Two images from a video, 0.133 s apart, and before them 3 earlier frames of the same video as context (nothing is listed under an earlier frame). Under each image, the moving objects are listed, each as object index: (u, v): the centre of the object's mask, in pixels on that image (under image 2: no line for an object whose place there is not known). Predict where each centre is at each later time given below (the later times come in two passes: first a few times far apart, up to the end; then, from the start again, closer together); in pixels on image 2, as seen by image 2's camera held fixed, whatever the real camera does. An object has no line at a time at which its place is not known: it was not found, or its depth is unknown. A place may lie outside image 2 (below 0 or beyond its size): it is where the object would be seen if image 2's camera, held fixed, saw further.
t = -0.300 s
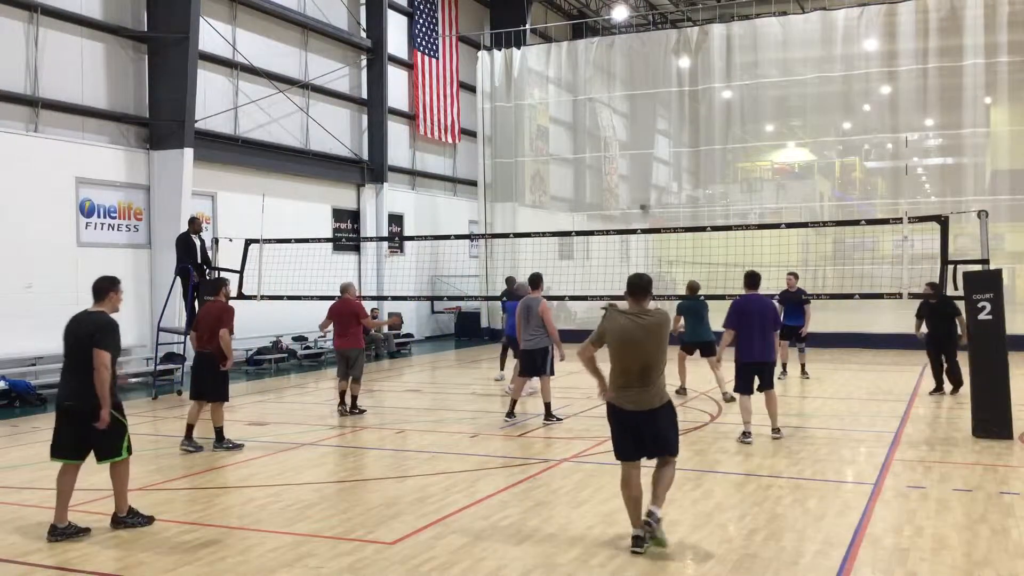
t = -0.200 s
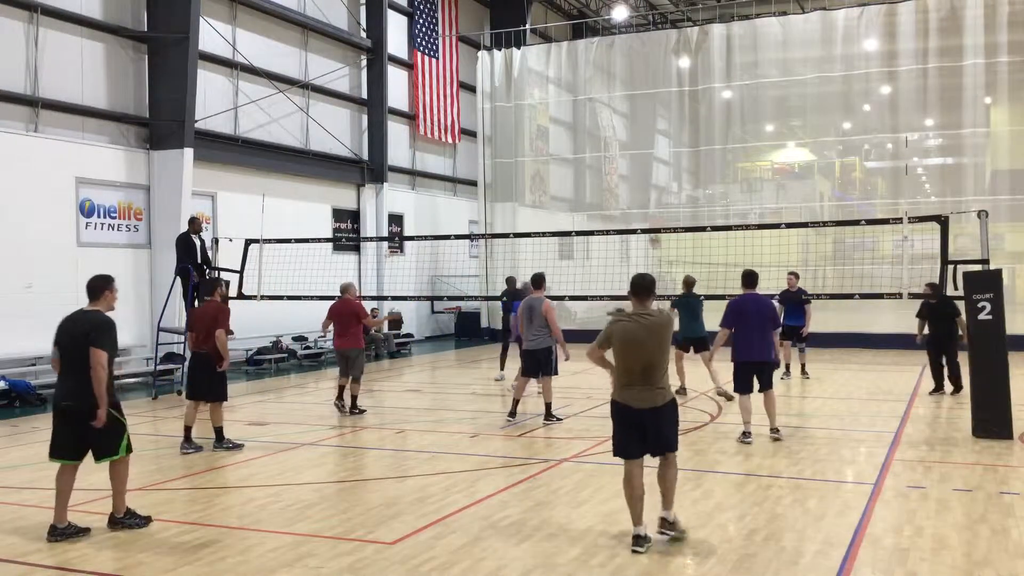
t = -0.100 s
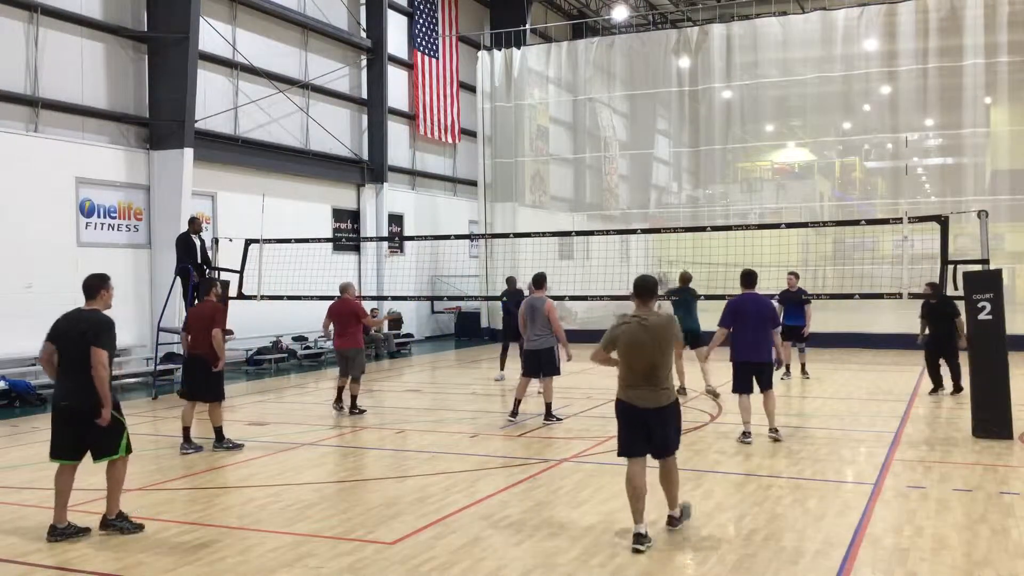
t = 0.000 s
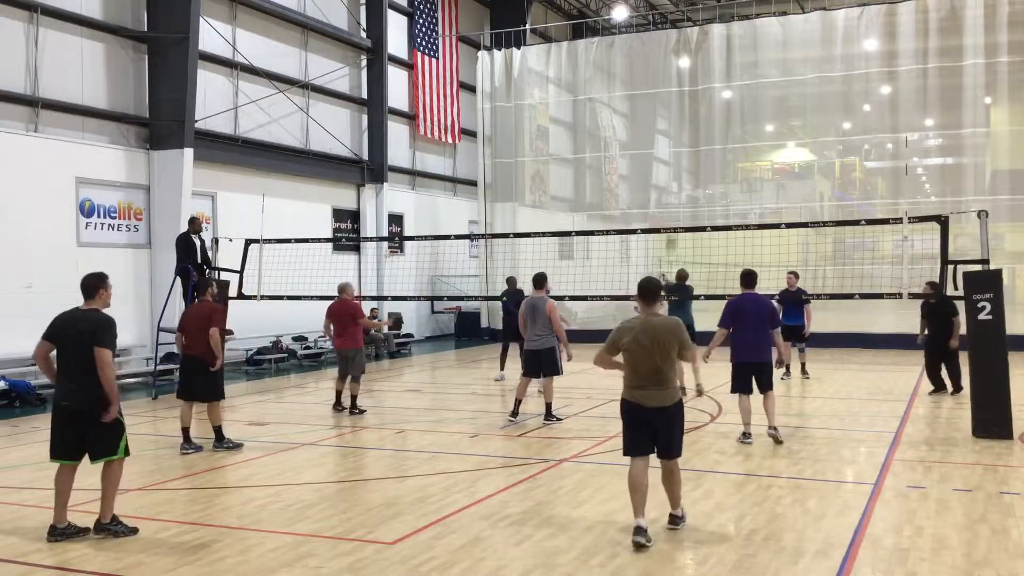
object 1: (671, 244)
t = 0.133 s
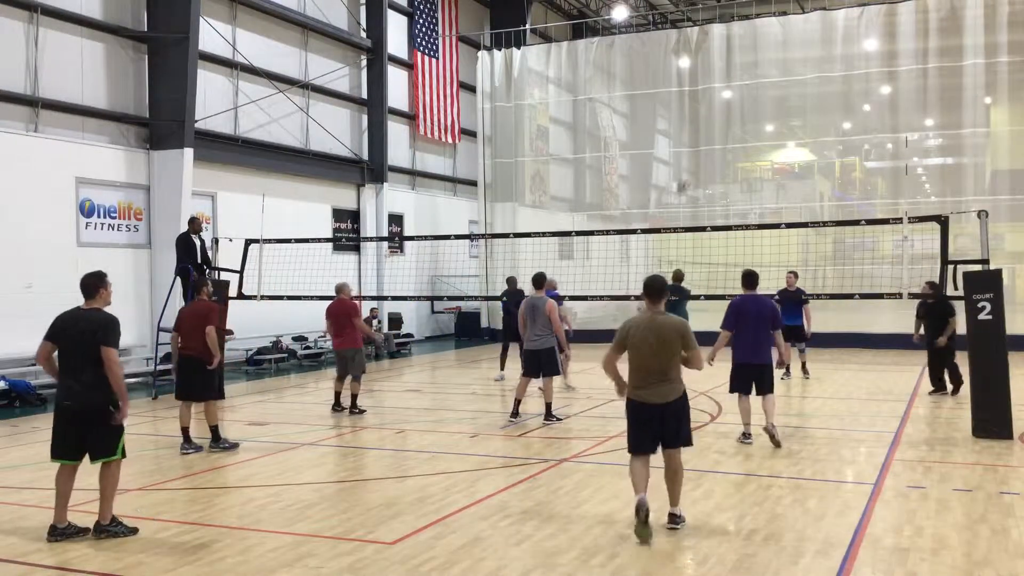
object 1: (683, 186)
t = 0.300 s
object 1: (697, 132)
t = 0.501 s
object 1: (716, 88)
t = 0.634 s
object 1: (729, 74)
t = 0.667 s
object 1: (733, 71)
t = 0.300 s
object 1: (697, 132)
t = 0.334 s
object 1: (700, 123)
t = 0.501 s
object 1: (716, 88)
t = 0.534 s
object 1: (719, 84)
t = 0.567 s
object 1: (723, 80)
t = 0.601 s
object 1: (725, 77)
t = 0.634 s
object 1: (729, 74)
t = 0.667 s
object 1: (733, 71)
